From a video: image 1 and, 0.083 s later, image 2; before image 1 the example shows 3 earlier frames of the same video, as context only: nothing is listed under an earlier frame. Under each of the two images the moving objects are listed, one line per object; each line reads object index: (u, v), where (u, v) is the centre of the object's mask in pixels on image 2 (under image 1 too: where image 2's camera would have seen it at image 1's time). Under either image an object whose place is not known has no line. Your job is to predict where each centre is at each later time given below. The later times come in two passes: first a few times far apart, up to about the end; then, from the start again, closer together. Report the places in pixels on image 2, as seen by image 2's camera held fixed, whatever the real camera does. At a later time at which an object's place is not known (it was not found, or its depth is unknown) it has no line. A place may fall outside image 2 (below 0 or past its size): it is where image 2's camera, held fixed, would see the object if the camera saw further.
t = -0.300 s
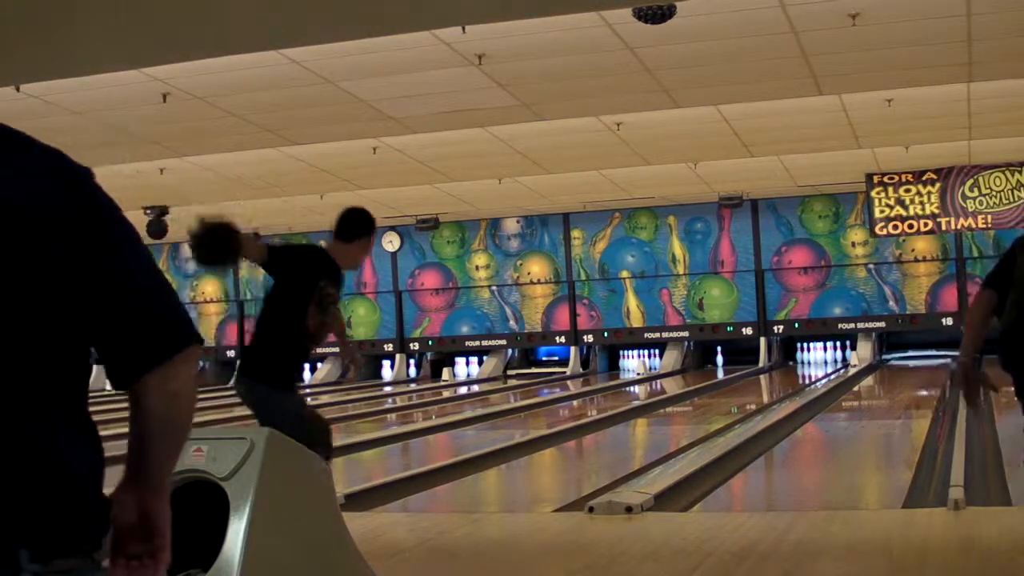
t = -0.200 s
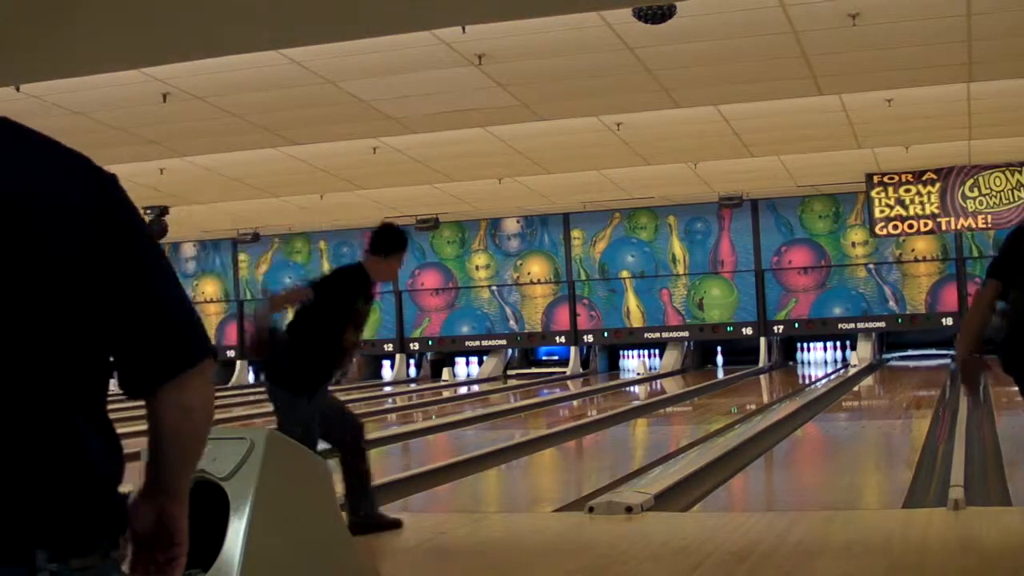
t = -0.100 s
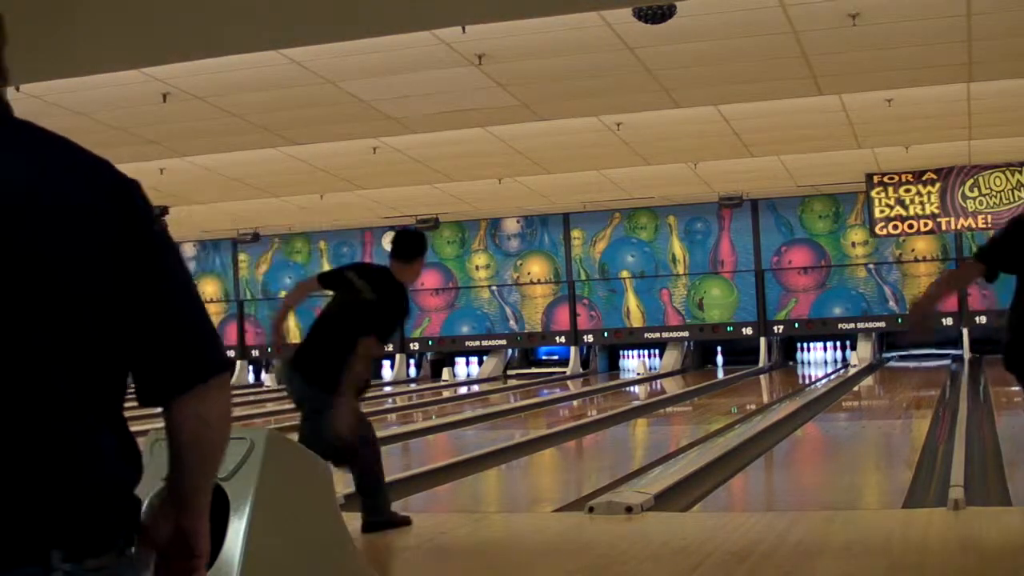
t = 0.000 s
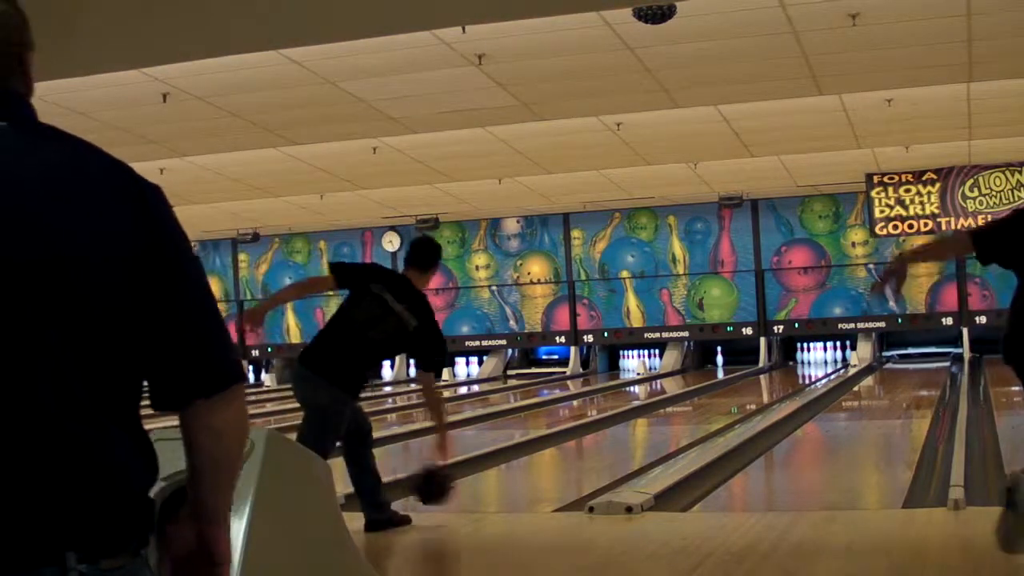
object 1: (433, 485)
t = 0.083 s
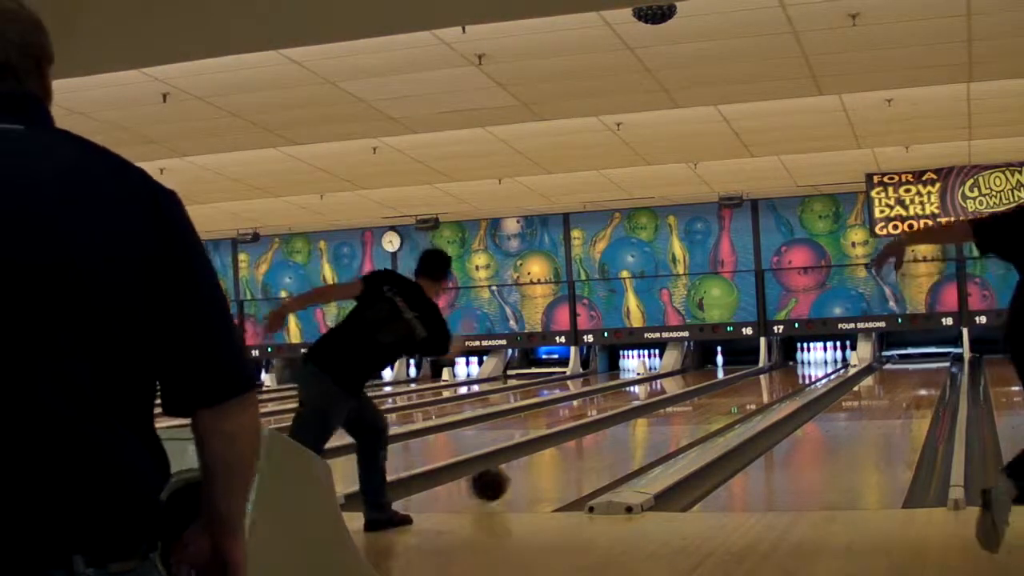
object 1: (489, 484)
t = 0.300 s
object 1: (593, 452)
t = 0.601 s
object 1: (687, 421)
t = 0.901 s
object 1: (744, 402)
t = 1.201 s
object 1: (782, 390)
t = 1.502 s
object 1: (810, 380)
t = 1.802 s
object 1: (829, 372)
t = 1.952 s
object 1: (833, 370)
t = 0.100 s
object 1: (499, 480)
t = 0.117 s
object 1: (508, 476)
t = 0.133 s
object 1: (517, 473)
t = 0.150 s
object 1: (525, 471)
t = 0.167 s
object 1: (533, 468)
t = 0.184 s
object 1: (542, 466)
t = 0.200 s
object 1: (550, 464)
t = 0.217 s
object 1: (558, 464)
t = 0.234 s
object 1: (565, 462)
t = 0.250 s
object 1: (572, 459)
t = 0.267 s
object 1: (580, 457)
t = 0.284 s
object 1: (587, 454)
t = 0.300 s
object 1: (593, 452)
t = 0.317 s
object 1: (600, 450)
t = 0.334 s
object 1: (606, 448)
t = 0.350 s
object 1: (612, 446)
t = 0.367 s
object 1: (618, 444)
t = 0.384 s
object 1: (624, 442)
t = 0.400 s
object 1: (629, 440)
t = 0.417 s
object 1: (635, 438)
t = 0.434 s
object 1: (640, 436)
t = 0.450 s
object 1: (645, 435)
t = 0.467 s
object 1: (651, 433)
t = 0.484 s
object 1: (656, 432)
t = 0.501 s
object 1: (660, 430)
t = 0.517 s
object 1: (665, 428)
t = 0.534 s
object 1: (669, 428)
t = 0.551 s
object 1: (674, 426)
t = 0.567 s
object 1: (678, 425)
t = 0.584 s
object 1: (682, 424)
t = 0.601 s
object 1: (687, 421)
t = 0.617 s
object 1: (691, 420)
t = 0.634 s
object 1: (694, 419)
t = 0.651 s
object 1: (698, 419)
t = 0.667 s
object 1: (702, 416)
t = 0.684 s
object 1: (705, 414)
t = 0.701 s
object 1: (708, 413)
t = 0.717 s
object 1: (712, 413)
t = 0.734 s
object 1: (715, 412)
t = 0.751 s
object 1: (719, 410)
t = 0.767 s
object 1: (722, 410)
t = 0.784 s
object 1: (725, 408)
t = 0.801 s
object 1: (728, 407)
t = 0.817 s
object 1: (731, 406)
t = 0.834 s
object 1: (733, 406)
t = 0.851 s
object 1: (736, 405)
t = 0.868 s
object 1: (740, 403)
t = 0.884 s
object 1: (742, 403)
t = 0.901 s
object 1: (744, 402)
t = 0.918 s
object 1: (747, 401)
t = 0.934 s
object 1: (749, 400)
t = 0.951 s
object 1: (752, 399)
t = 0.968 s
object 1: (754, 398)
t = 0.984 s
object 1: (757, 396)
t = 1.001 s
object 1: (759, 396)
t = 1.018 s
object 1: (763, 395)
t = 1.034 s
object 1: (763, 394)
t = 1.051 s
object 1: (766, 393)
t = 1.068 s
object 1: (768, 393)
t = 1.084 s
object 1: (769, 392)
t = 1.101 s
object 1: (772, 392)
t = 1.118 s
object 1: (773, 392)
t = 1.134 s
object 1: (775, 391)
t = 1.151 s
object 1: (776, 391)
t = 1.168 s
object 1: (778, 391)
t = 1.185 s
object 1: (780, 391)
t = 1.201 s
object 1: (782, 390)
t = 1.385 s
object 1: (800, 383)
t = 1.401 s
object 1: (802, 382)
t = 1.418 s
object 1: (804, 382)
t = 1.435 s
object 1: (804, 381)
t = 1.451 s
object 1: (806, 380)
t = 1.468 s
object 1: (808, 379)
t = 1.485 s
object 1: (810, 380)
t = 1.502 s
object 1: (810, 380)
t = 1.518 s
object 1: (813, 379)
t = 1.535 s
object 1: (815, 379)
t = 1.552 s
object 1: (815, 379)
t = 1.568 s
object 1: (815, 378)
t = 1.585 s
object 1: (816, 378)
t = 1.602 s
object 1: (816, 378)
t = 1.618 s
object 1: (817, 377)
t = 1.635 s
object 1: (818, 377)
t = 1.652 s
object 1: (820, 376)
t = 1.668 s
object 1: (820, 375)
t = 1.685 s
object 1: (821, 374)
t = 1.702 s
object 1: (822, 374)
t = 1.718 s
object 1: (825, 373)
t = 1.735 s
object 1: (826, 373)
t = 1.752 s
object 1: (826, 373)
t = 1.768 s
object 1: (828, 372)
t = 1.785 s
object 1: (829, 372)
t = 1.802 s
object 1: (829, 372)
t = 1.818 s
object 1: (829, 372)
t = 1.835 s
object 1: (830, 372)
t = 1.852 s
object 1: (830, 372)
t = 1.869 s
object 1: (831, 372)
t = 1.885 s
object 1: (831, 371)
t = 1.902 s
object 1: (831, 371)
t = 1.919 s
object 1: (832, 371)
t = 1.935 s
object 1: (833, 370)
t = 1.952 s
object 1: (833, 370)
